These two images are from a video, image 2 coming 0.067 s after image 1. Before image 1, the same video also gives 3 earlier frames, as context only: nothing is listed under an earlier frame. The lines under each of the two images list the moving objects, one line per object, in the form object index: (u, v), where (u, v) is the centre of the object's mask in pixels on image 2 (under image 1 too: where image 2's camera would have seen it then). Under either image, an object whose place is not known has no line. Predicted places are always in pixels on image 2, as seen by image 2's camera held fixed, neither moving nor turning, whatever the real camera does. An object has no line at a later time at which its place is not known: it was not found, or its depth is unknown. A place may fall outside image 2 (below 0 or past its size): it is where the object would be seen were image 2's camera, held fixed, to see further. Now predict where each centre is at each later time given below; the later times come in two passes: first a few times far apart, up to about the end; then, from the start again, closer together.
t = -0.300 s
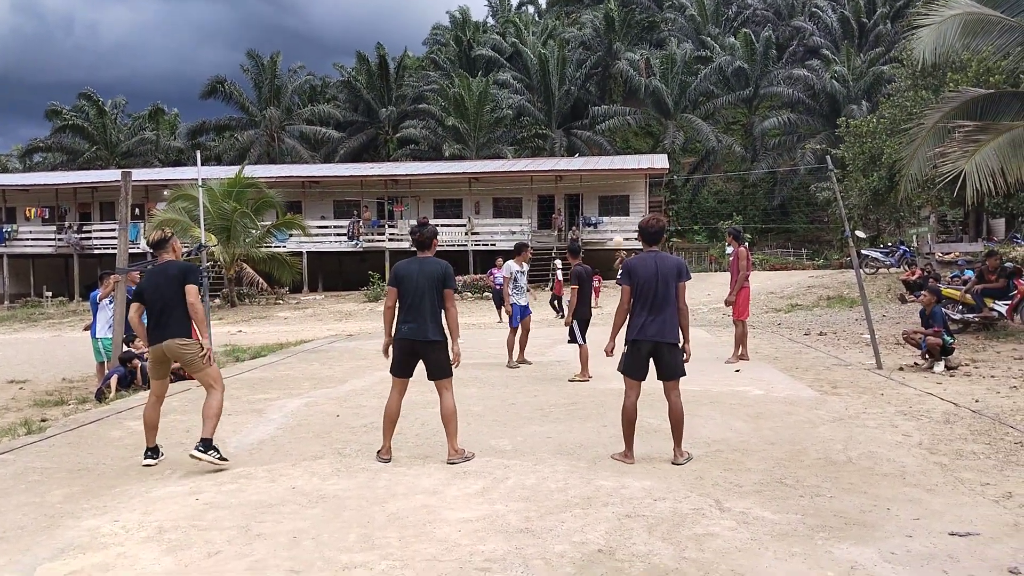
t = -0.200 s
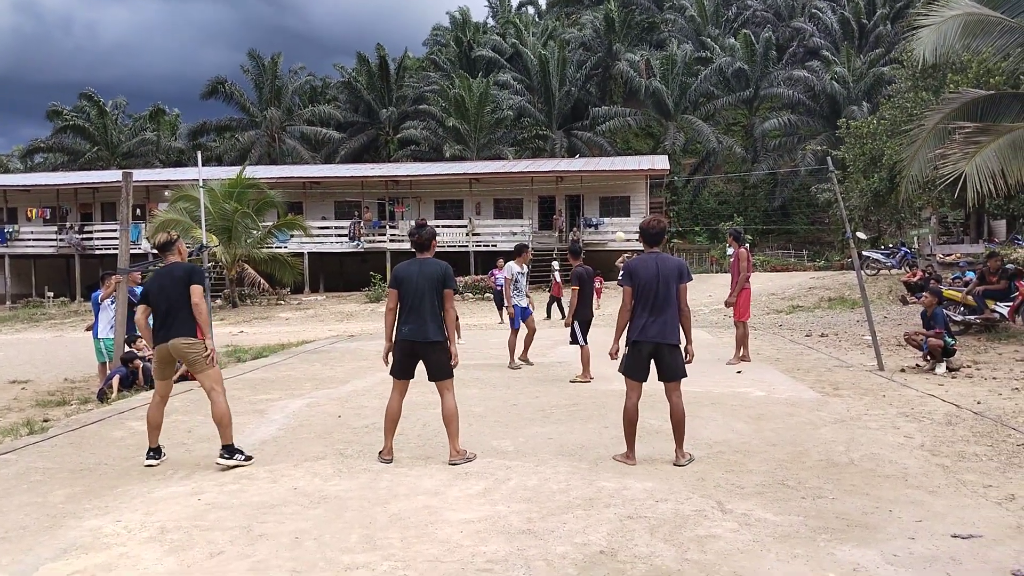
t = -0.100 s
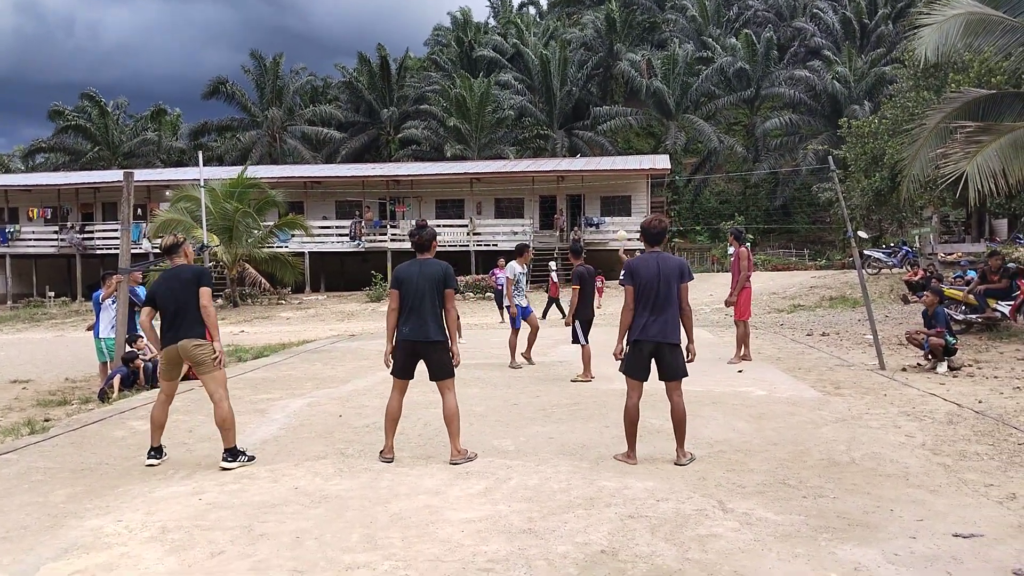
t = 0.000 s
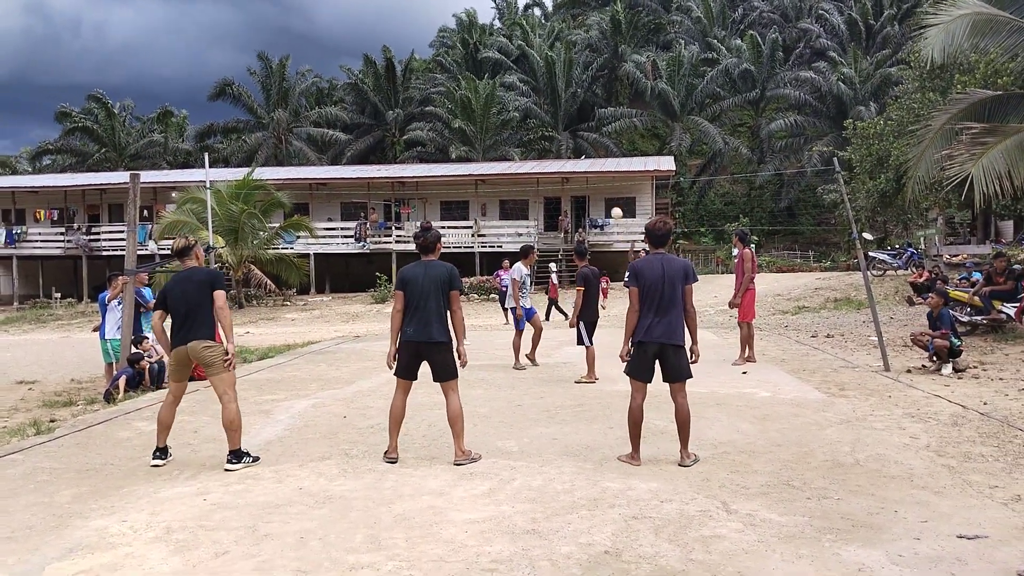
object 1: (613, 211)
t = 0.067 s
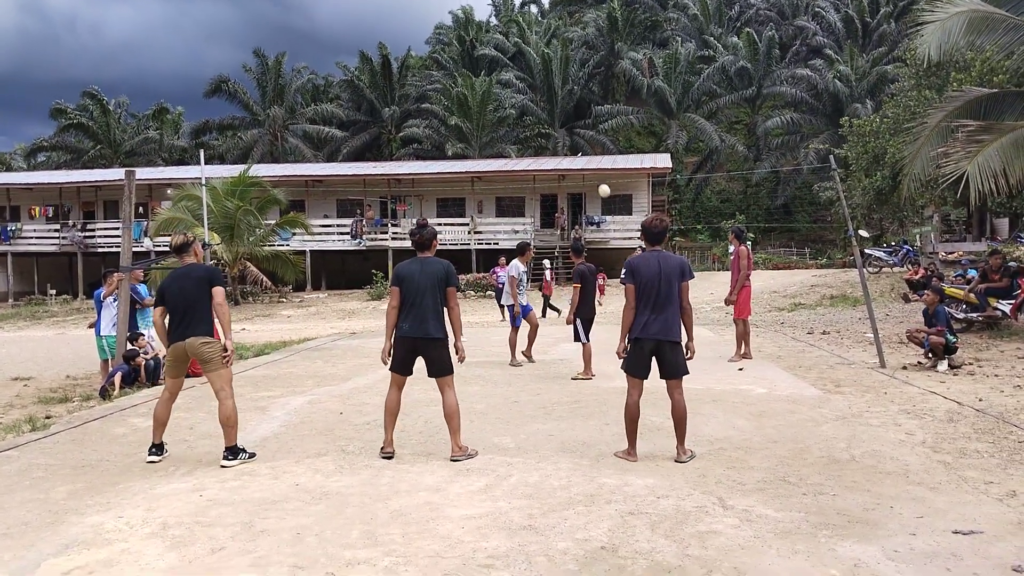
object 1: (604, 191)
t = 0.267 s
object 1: (572, 136)
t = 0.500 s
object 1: (522, 87)
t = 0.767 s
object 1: (434, 66)
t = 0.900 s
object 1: (371, 81)
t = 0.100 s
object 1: (599, 181)
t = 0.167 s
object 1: (588, 162)
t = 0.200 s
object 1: (584, 152)
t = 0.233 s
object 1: (578, 145)
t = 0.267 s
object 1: (572, 136)
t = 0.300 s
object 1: (566, 128)
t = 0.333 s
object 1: (559, 120)
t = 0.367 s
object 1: (552, 112)
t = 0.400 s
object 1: (545, 105)
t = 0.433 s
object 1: (538, 99)
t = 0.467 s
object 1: (530, 93)
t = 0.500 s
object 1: (522, 87)
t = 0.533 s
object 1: (512, 81)
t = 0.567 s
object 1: (503, 77)
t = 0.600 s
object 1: (493, 73)
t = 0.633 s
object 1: (483, 70)
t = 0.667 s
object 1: (472, 67)
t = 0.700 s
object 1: (460, 66)
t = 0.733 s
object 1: (447, 65)
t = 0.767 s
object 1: (434, 66)
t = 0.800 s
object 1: (419, 68)
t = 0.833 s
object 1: (404, 71)
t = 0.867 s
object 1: (388, 75)
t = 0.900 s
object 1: (371, 81)
